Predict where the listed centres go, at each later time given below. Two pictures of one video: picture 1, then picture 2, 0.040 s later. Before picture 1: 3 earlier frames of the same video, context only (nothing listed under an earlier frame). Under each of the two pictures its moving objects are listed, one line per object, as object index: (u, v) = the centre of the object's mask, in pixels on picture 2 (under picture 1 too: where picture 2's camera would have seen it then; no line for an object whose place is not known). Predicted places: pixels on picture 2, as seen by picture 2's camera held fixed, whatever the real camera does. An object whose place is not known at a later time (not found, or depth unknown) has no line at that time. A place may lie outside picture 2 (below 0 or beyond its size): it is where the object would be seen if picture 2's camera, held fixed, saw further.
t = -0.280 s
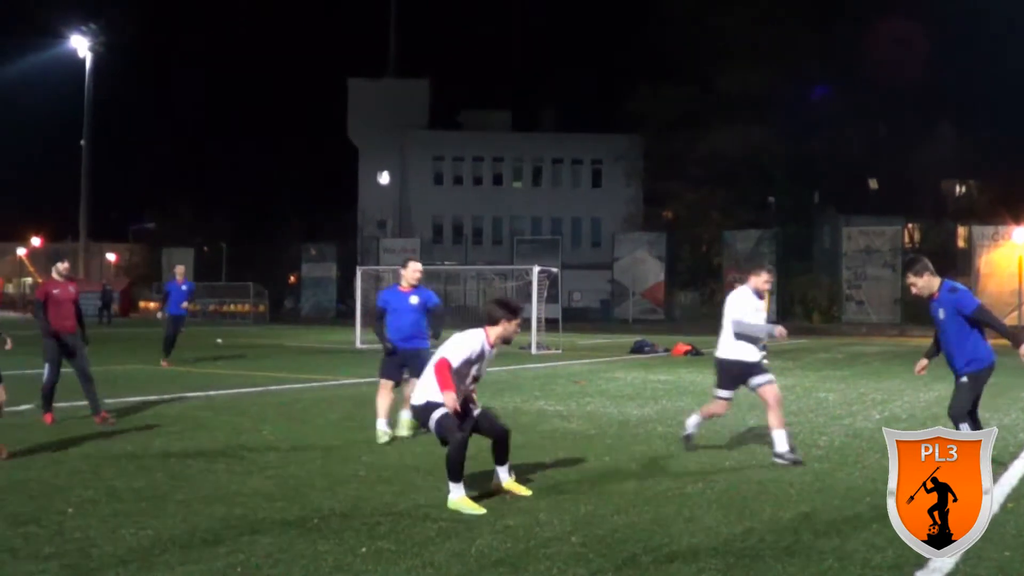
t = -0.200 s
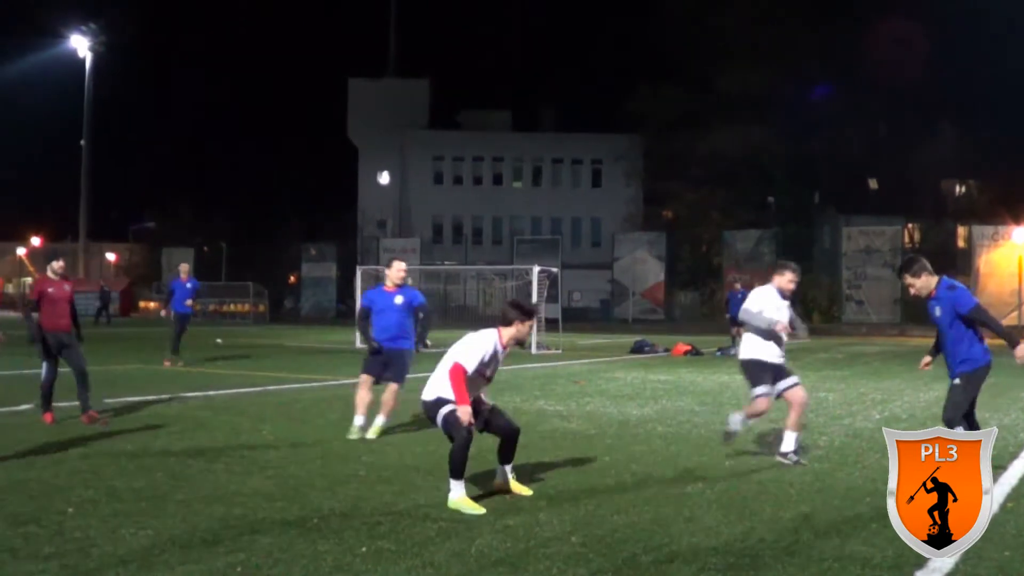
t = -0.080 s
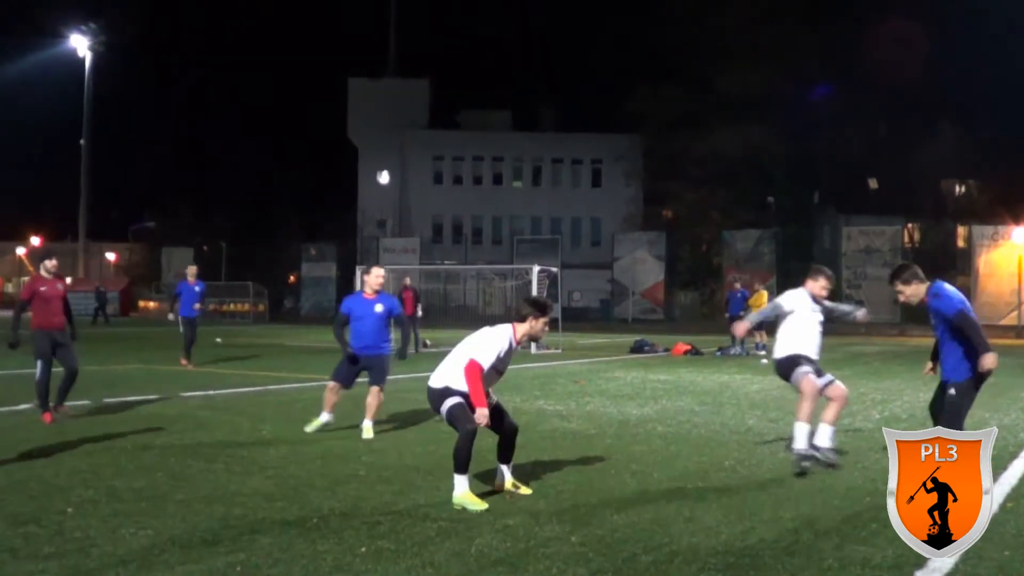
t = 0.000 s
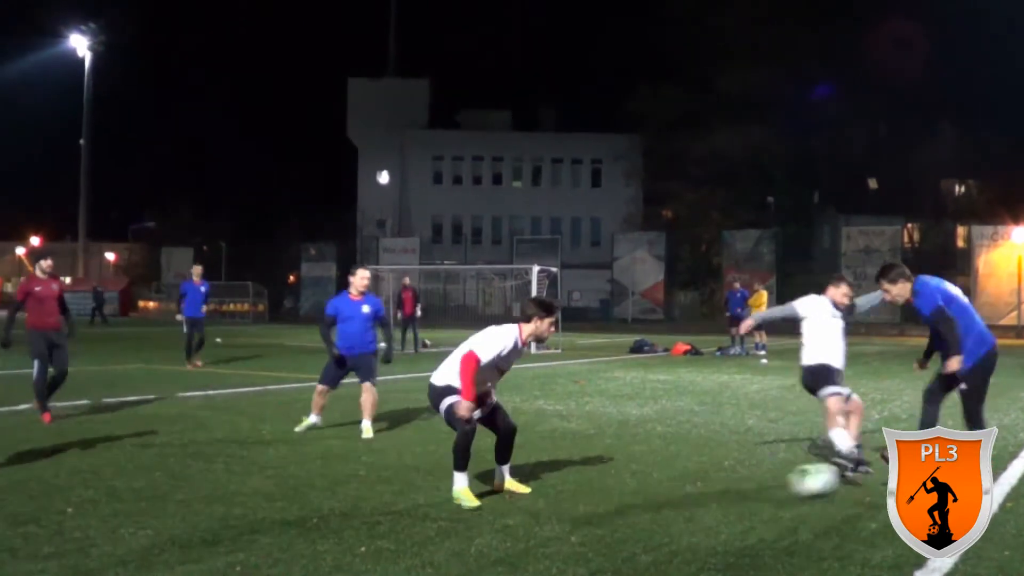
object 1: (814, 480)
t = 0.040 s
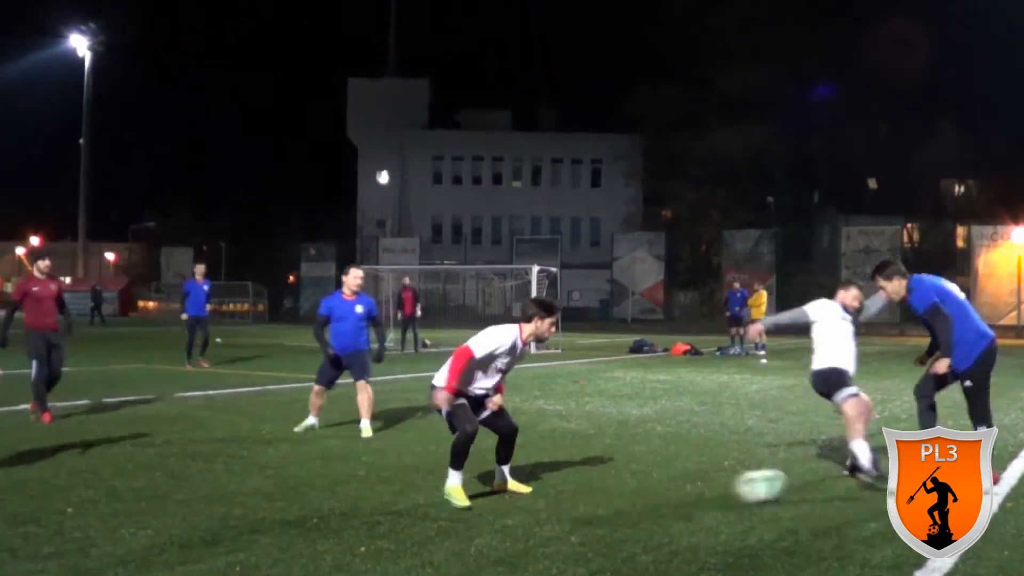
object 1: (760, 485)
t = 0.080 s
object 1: (704, 490)
